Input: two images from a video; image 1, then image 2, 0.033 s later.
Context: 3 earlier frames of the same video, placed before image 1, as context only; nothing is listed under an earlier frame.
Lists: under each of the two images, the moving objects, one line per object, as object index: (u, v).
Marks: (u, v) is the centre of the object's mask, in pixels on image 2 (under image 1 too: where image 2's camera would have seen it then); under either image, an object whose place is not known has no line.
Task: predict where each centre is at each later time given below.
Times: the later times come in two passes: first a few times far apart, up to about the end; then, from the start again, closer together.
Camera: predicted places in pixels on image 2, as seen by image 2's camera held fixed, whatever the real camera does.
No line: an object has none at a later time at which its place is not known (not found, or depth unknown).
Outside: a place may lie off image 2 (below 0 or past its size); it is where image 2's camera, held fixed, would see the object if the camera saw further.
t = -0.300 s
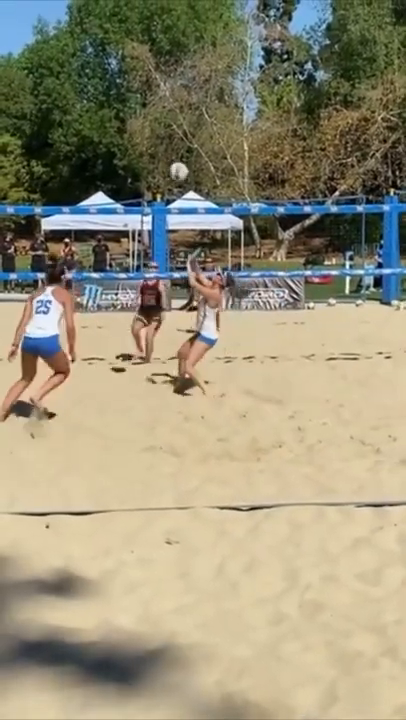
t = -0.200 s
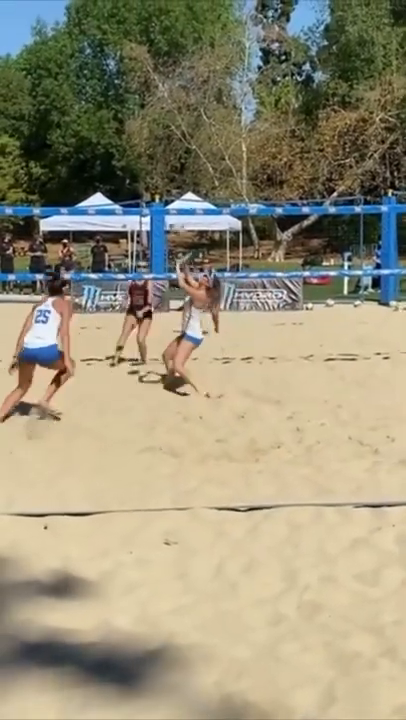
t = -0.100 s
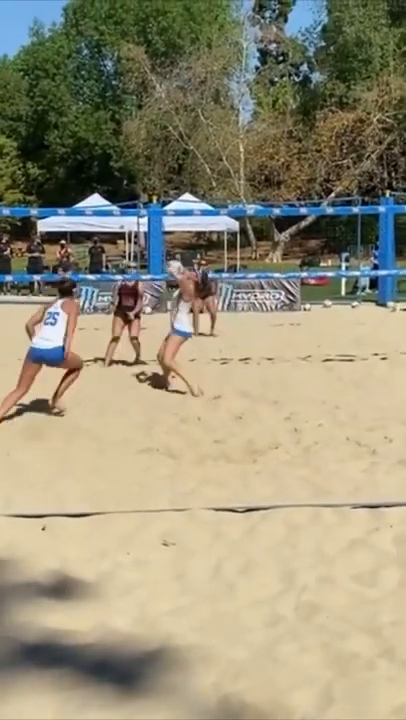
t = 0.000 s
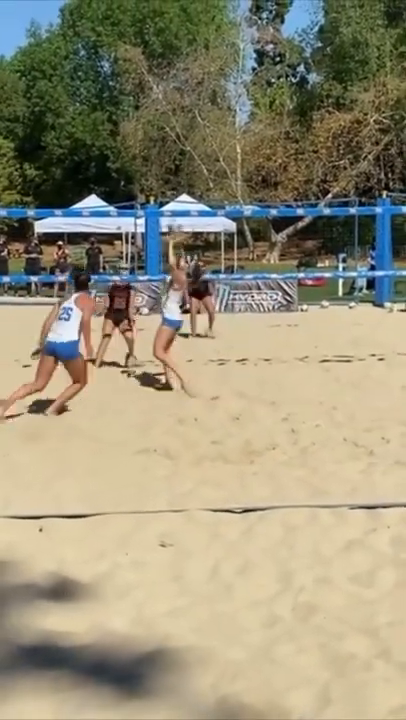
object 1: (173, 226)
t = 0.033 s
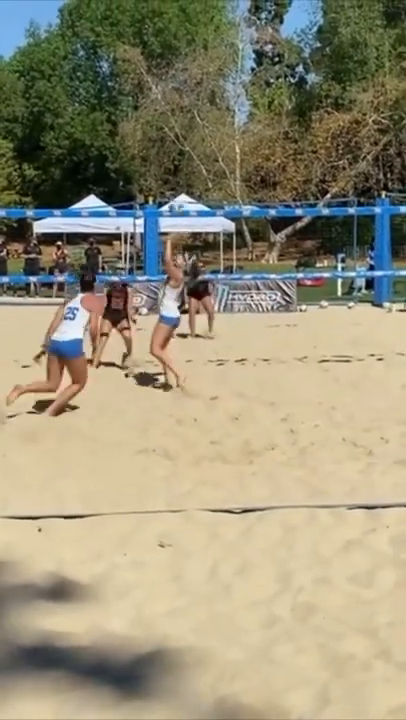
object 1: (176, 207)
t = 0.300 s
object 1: (199, 79)
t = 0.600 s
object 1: (224, 13)
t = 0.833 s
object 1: (244, 15)
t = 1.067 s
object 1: (261, 58)
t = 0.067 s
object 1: (180, 186)
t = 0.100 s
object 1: (183, 169)
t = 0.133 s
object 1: (185, 151)
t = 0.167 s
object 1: (188, 135)
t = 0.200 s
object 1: (191, 119)
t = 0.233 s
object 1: (194, 105)
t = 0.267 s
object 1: (197, 91)
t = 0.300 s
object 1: (199, 79)
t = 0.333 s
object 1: (202, 68)
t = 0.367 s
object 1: (204, 57)
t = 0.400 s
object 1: (208, 48)
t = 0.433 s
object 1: (210, 40)
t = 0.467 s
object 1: (213, 33)
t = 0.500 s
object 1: (216, 26)
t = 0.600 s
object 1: (224, 13)
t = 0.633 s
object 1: (227, 11)
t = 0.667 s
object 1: (231, 9)
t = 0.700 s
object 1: (233, 8)
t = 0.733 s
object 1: (234, 8)
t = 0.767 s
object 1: (237, 9)
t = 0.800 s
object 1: (240, 12)
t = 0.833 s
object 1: (244, 15)
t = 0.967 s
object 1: (254, 35)
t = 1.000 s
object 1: (257, 42)
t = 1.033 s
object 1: (259, 49)
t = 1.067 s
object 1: (261, 58)
